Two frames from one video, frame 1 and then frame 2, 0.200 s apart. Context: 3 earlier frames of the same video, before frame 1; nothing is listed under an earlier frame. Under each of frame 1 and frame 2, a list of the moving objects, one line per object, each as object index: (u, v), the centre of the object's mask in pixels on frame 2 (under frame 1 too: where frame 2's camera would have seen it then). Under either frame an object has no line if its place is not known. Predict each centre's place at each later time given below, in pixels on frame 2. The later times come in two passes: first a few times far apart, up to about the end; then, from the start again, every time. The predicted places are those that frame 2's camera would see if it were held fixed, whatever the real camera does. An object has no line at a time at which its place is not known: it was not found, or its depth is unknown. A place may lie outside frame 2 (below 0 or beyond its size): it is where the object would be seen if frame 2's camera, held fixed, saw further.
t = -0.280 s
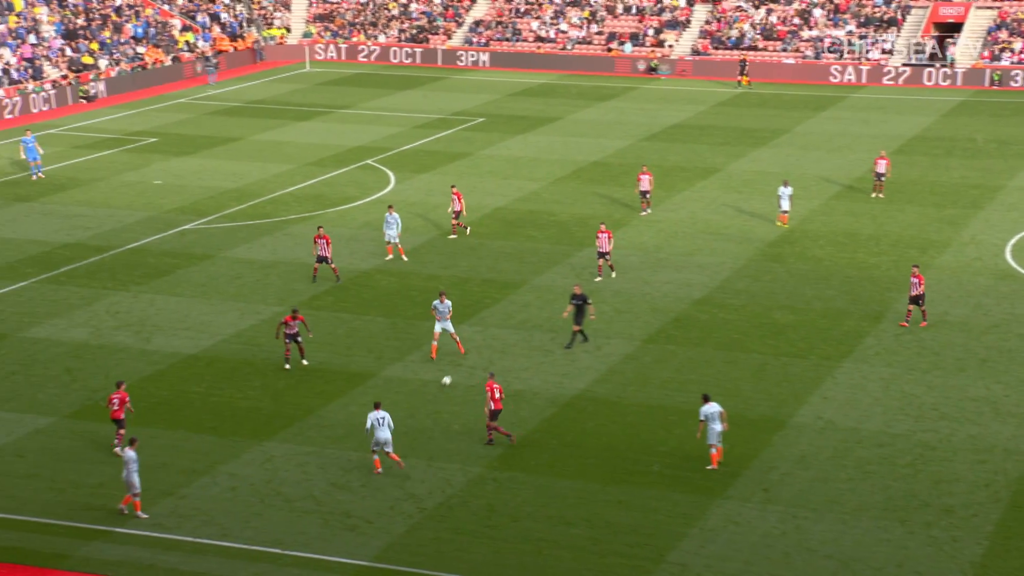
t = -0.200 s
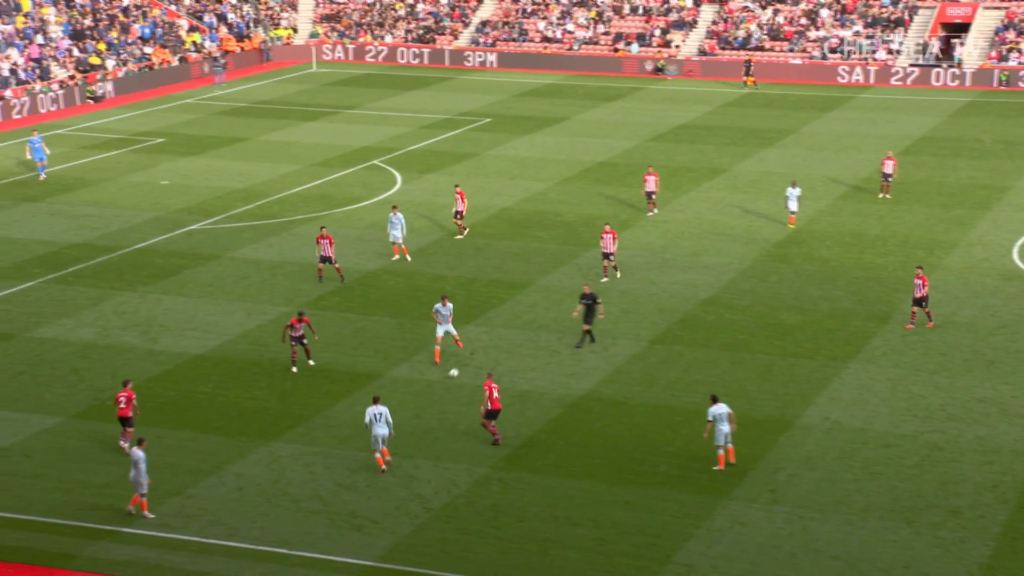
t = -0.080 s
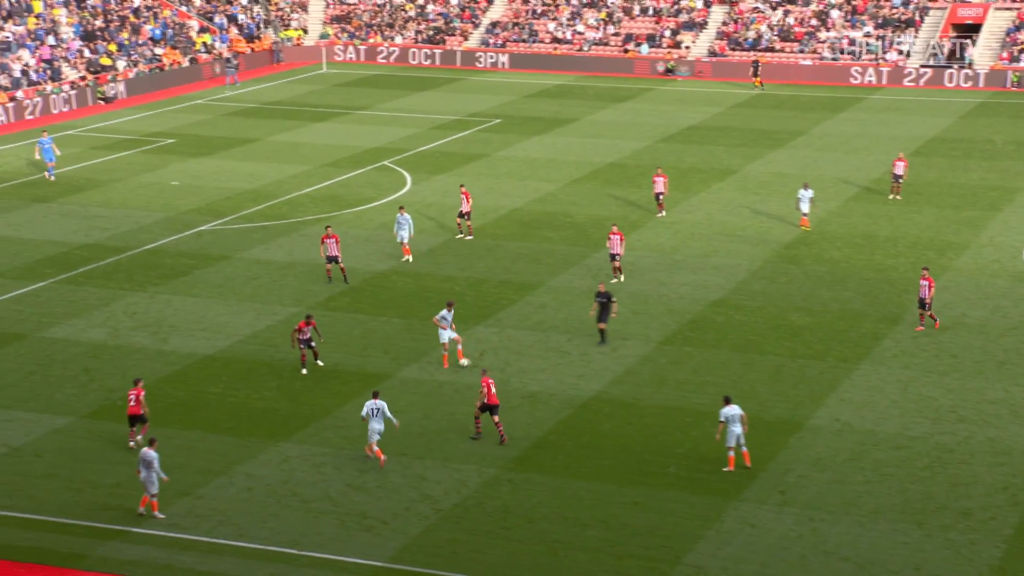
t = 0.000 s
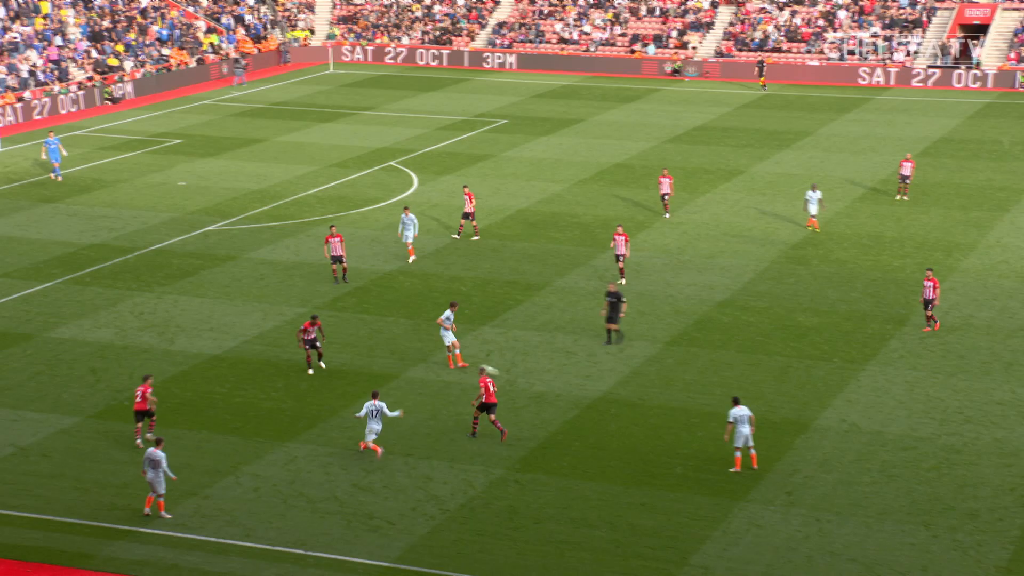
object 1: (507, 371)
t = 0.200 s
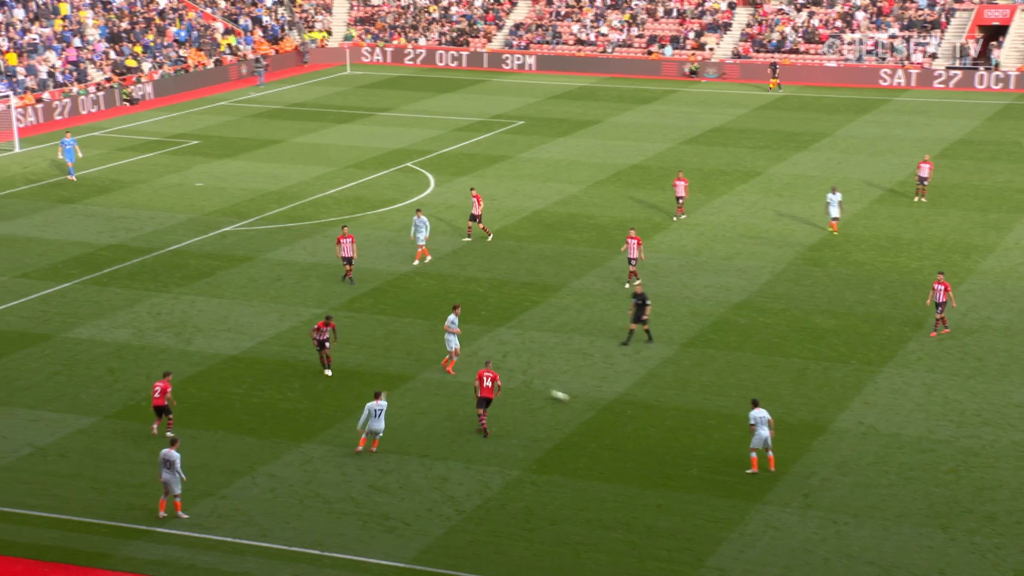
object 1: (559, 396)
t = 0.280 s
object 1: (581, 406)
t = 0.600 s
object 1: (665, 439)
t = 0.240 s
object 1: (570, 401)
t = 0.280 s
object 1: (581, 406)
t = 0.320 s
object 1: (592, 410)
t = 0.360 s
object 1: (603, 414)
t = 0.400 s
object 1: (613, 418)
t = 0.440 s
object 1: (624, 423)
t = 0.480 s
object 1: (635, 428)
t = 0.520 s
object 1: (645, 431)
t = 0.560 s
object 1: (655, 435)
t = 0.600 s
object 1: (665, 439)
